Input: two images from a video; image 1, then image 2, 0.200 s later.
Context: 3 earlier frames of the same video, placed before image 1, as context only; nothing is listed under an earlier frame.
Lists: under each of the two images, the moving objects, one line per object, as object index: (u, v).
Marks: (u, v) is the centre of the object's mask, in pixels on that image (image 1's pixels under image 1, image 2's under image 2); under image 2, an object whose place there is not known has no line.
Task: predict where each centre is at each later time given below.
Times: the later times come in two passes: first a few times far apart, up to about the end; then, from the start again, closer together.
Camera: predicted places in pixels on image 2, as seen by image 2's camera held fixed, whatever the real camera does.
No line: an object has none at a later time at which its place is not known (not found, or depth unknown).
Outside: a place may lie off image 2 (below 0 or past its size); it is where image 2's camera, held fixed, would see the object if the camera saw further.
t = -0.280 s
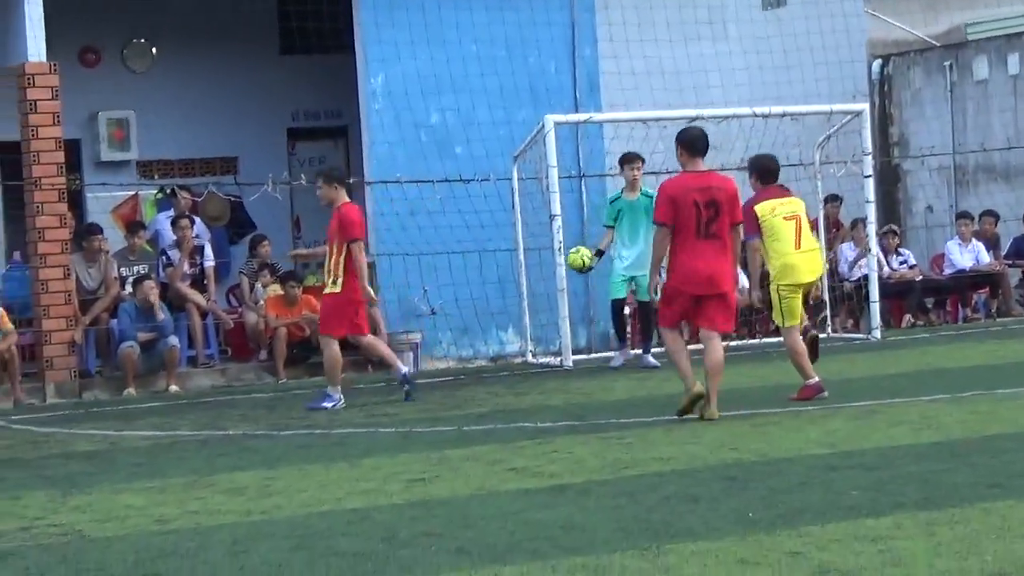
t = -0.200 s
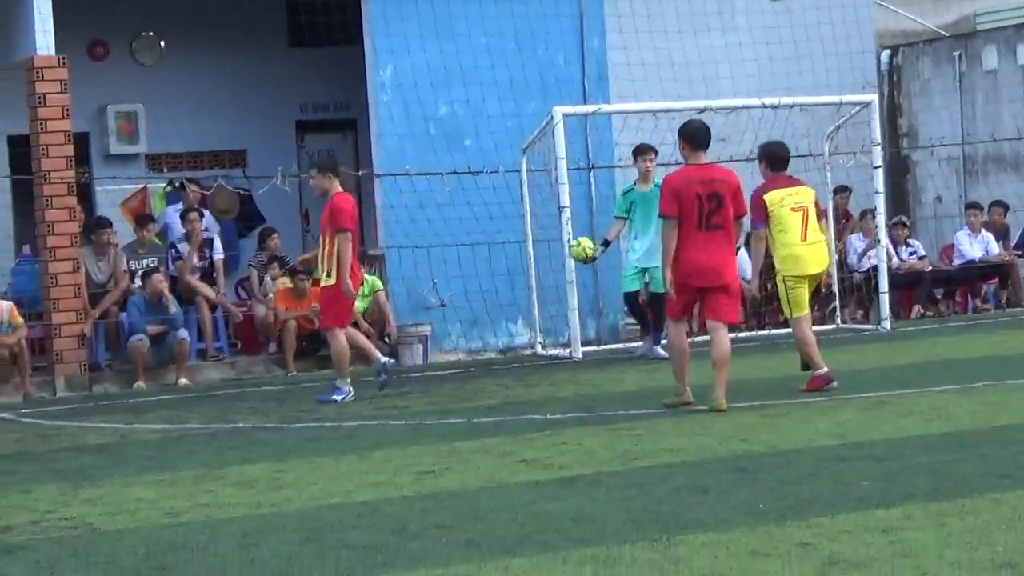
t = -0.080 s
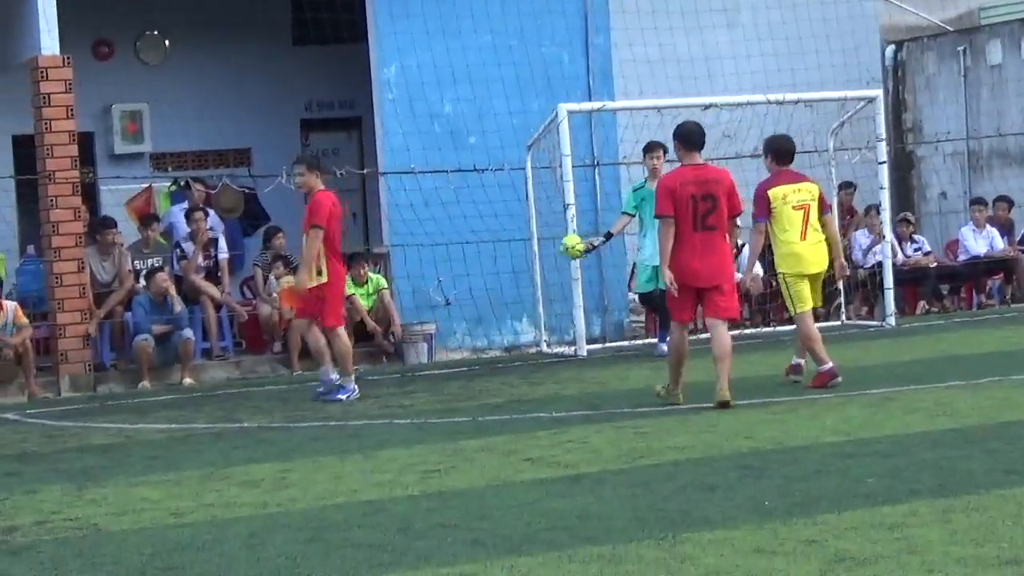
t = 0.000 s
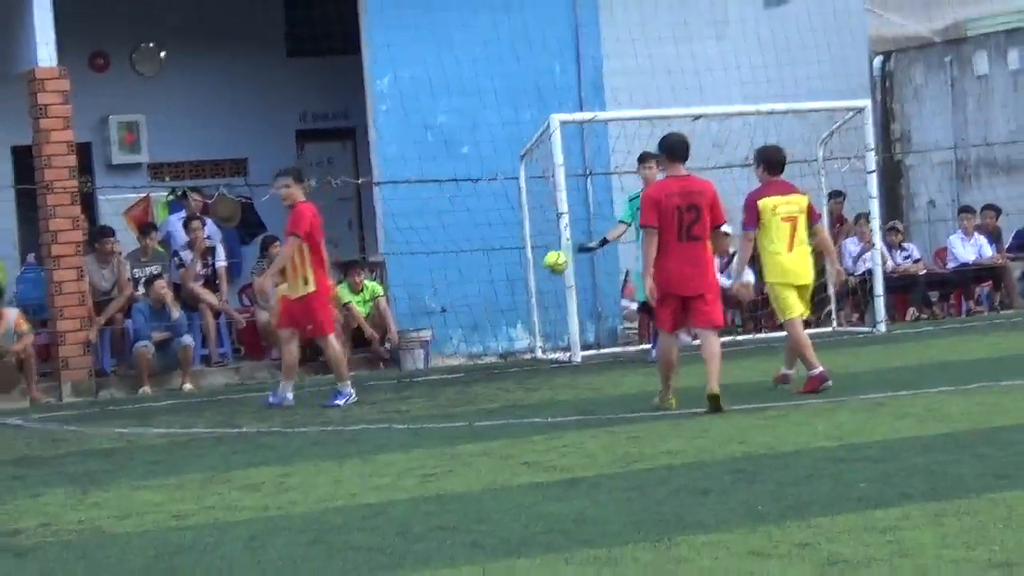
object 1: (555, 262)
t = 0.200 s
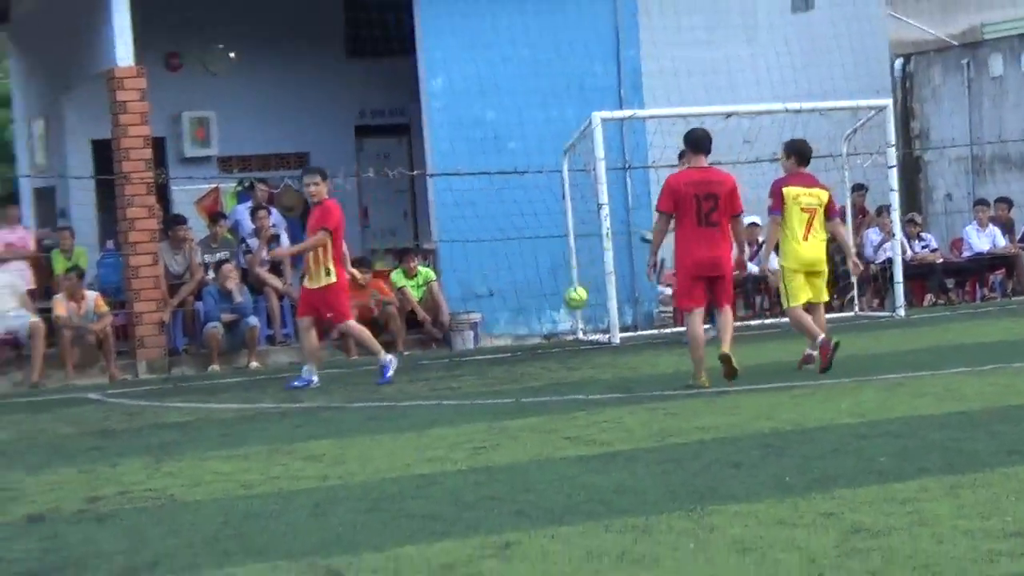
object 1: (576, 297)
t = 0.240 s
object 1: (572, 312)
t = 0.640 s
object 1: (531, 330)
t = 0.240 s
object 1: (572, 312)
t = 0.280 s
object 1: (568, 329)
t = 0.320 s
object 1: (565, 337)
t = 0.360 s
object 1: (560, 330)
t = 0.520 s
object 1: (543, 319)
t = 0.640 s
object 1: (531, 330)
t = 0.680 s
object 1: (527, 338)
